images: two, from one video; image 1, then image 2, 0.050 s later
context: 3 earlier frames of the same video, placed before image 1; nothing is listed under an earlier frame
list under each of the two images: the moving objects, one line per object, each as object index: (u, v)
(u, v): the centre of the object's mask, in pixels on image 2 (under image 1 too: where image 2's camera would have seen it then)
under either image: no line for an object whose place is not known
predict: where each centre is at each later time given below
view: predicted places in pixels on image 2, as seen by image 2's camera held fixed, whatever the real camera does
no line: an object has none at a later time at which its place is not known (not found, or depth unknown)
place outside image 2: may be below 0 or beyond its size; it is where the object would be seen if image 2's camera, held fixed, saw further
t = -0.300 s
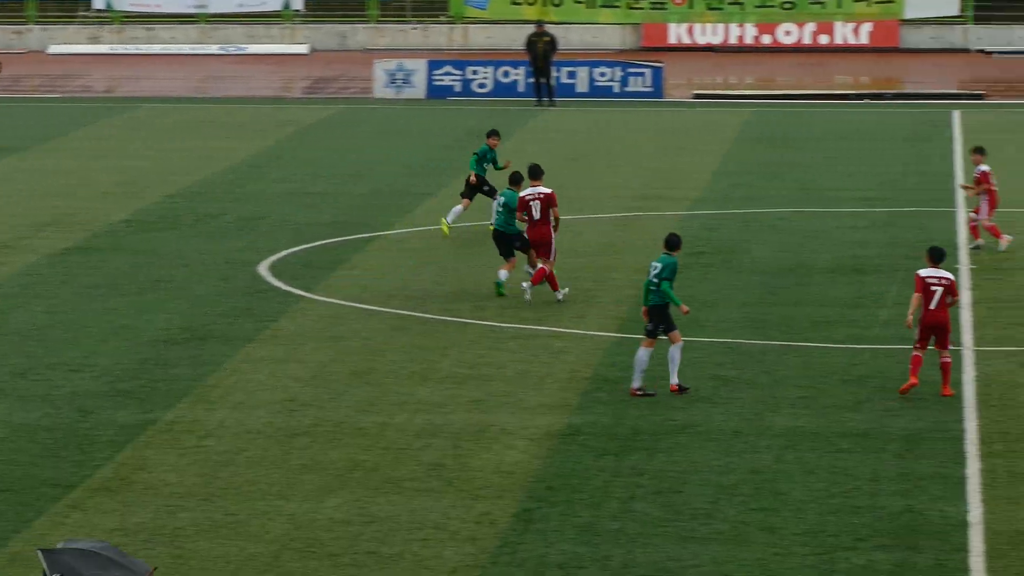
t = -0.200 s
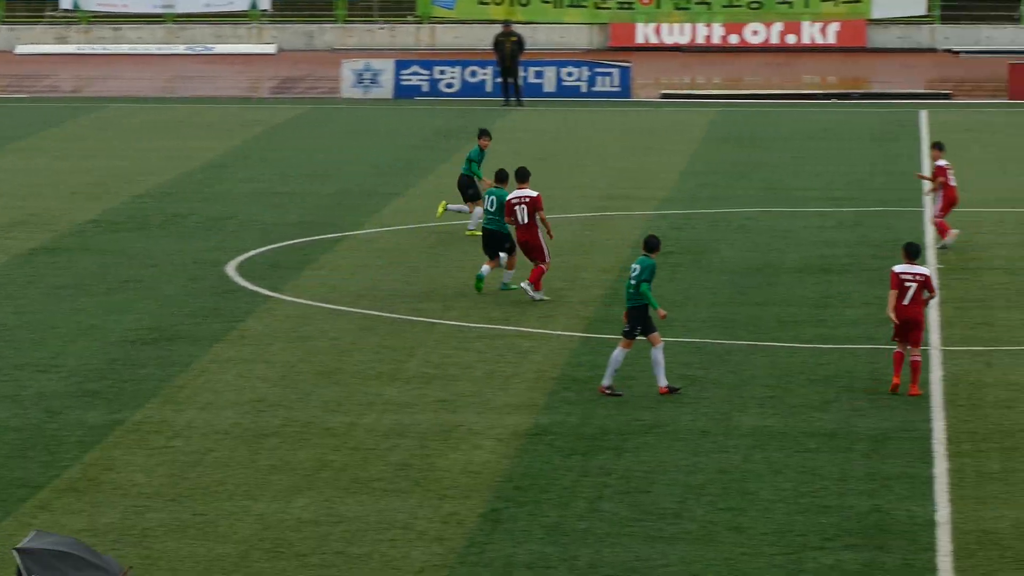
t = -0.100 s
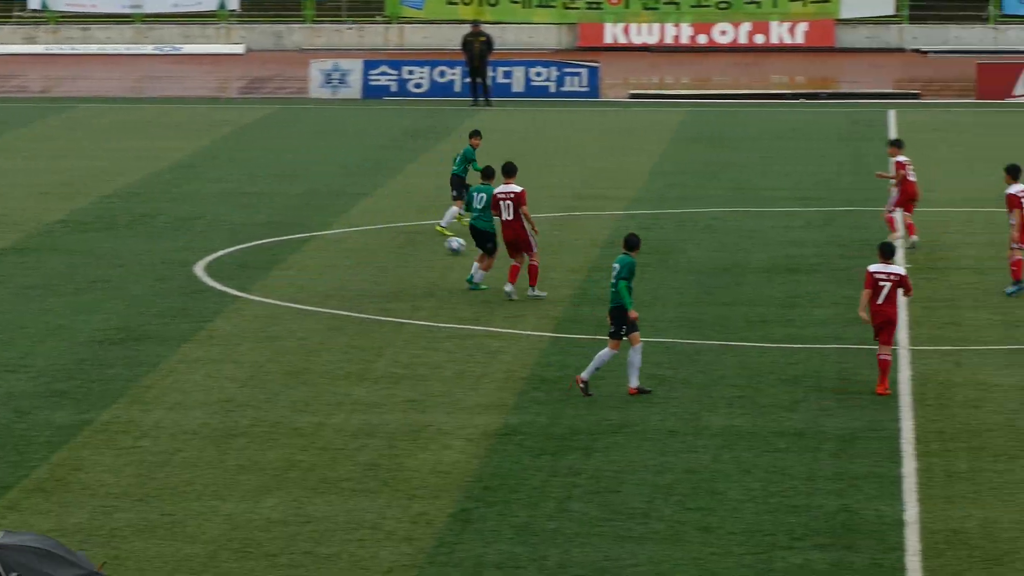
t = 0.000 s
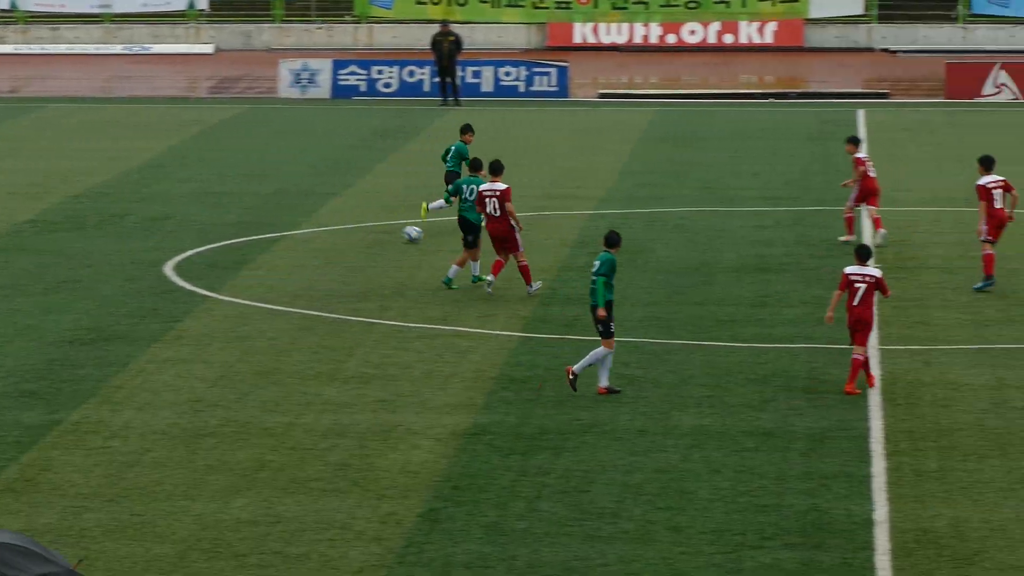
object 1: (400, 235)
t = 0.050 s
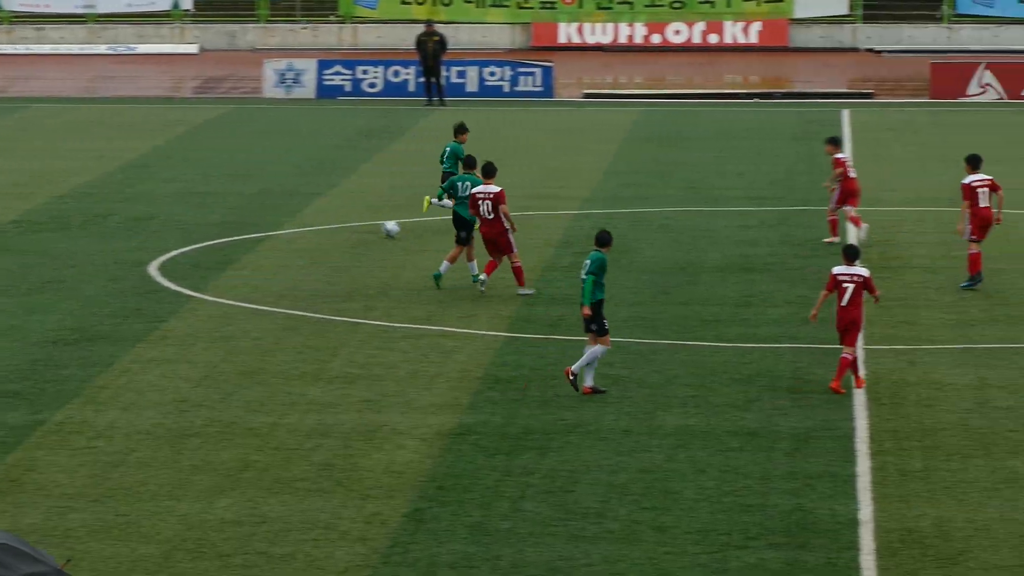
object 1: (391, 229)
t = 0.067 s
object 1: (387, 228)
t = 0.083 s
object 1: (383, 227)
